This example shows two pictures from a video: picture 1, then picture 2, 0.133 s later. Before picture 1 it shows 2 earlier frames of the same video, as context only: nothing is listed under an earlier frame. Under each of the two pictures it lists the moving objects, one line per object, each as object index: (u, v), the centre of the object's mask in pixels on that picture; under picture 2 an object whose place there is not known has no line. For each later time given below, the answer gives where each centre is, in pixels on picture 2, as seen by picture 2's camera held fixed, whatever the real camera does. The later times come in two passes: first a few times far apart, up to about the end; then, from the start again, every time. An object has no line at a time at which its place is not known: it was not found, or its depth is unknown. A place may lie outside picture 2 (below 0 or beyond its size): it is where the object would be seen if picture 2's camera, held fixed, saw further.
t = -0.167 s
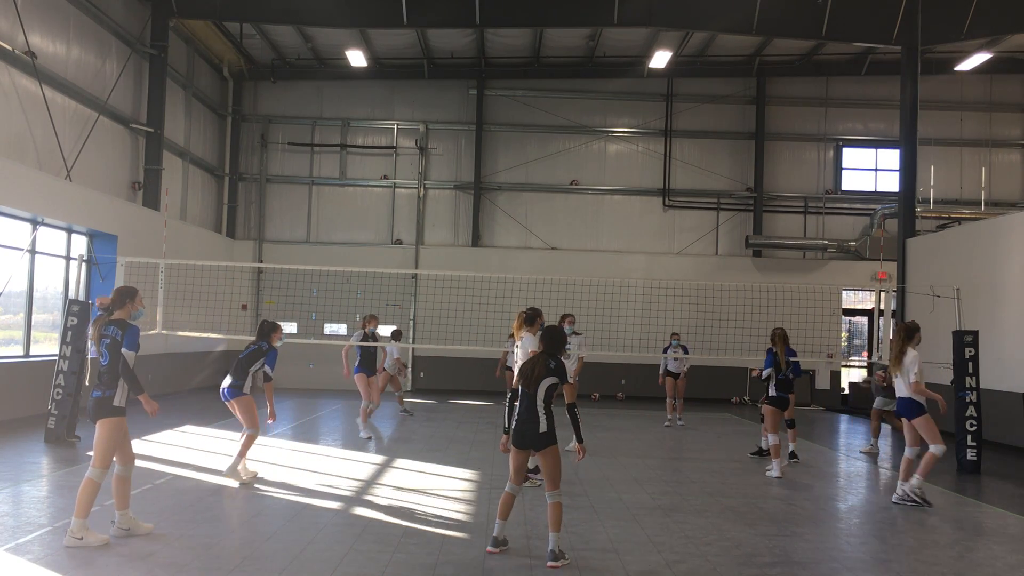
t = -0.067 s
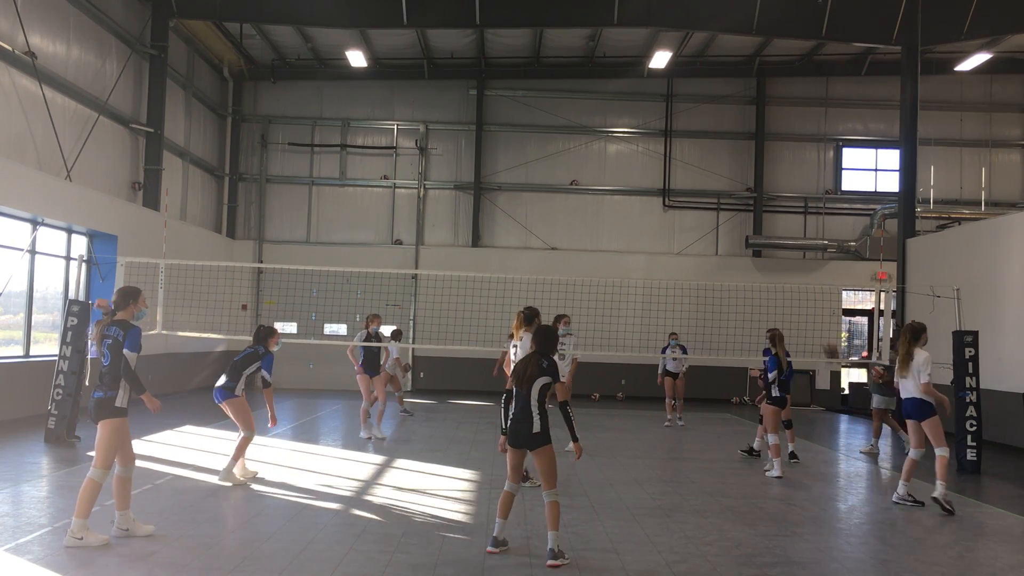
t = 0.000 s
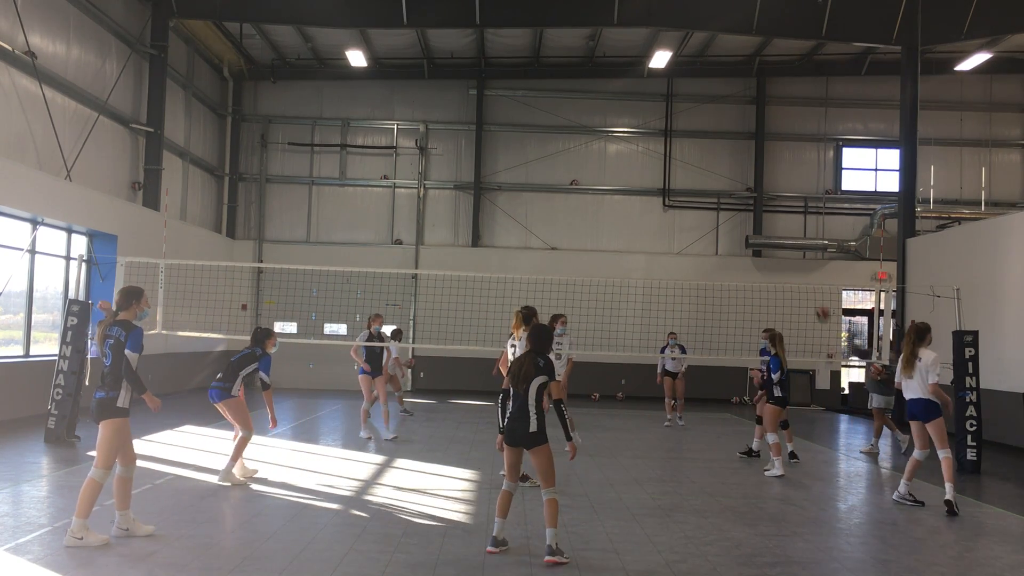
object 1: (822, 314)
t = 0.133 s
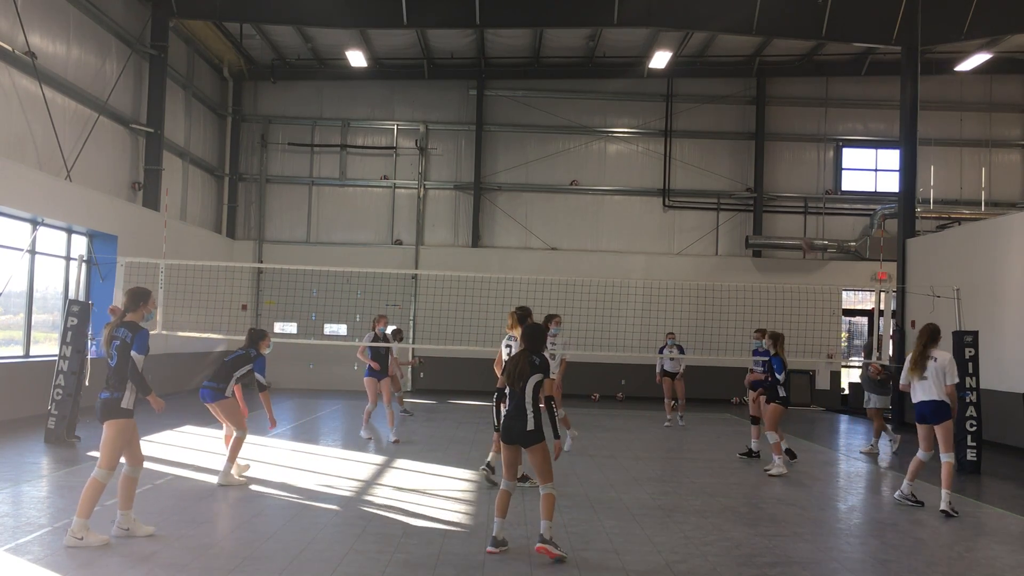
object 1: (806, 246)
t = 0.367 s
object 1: (774, 143)
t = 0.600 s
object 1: (732, 69)
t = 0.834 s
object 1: (681, 31)
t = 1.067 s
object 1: (616, 40)
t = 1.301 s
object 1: (540, 111)
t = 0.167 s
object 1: (803, 230)
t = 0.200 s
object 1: (799, 214)
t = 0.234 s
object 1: (794, 198)
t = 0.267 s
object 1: (788, 184)
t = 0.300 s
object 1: (784, 170)
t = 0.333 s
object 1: (779, 157)
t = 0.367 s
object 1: (774, 143)
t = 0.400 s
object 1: (767, 129)
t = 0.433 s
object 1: (762, 118)
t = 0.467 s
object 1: (757, 107)
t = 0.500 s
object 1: (750, 96)
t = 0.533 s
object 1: (744, 86)
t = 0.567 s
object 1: (738, 77)
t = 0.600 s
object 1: (732, 69)
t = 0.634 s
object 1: (725, 61)
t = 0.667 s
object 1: (718, 54)
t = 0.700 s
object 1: (710, 47)
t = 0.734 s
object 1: (702, 41)
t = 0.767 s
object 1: (696, 38)
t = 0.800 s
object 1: (688, 34)
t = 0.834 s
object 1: (681, 31)
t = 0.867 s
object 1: (672, 28)
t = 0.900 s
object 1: (663, 27)
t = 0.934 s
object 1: (654, 27)
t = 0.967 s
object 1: (645, 28)
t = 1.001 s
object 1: (636, 31)
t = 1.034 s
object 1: (626, 35)
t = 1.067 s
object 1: (616, 40)
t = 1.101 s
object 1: (606, 46)
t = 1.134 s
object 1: (595, 53)
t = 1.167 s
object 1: (585, 62)
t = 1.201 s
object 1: (575, 72)
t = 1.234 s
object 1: (564, 83)
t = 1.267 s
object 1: (552, 96)
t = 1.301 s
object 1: (540, 111)
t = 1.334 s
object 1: (526, 128)
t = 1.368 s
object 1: (515, 147)
